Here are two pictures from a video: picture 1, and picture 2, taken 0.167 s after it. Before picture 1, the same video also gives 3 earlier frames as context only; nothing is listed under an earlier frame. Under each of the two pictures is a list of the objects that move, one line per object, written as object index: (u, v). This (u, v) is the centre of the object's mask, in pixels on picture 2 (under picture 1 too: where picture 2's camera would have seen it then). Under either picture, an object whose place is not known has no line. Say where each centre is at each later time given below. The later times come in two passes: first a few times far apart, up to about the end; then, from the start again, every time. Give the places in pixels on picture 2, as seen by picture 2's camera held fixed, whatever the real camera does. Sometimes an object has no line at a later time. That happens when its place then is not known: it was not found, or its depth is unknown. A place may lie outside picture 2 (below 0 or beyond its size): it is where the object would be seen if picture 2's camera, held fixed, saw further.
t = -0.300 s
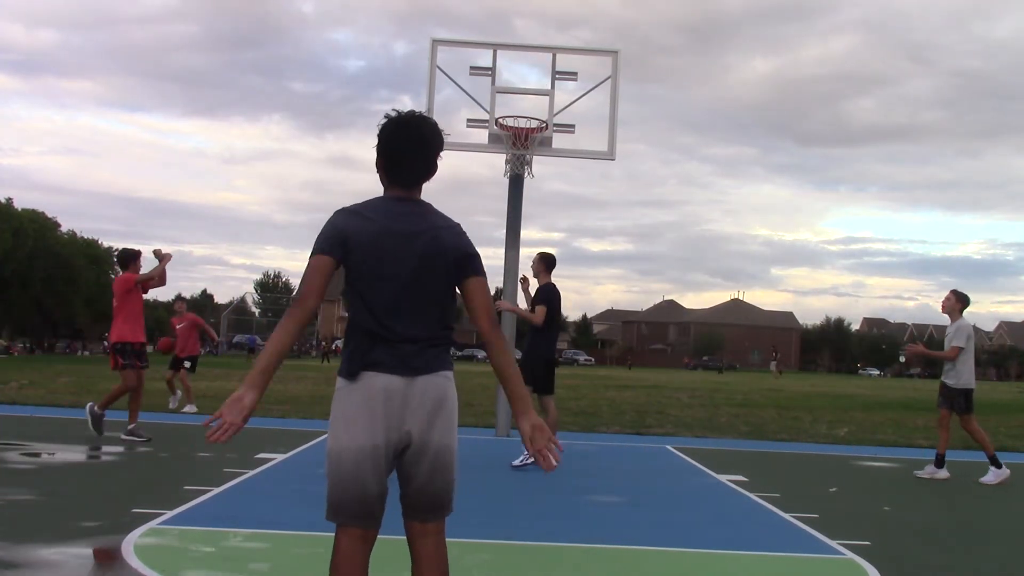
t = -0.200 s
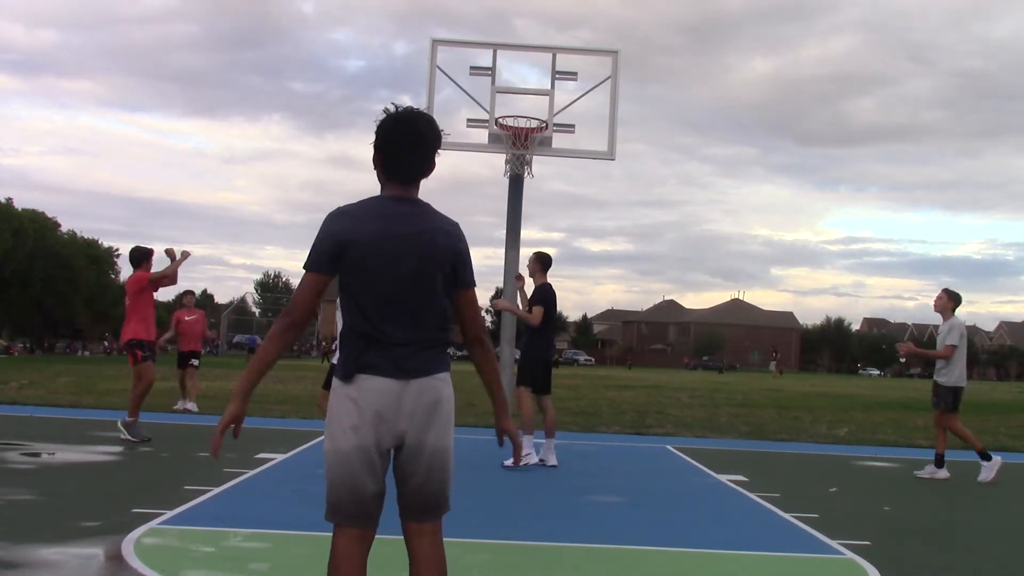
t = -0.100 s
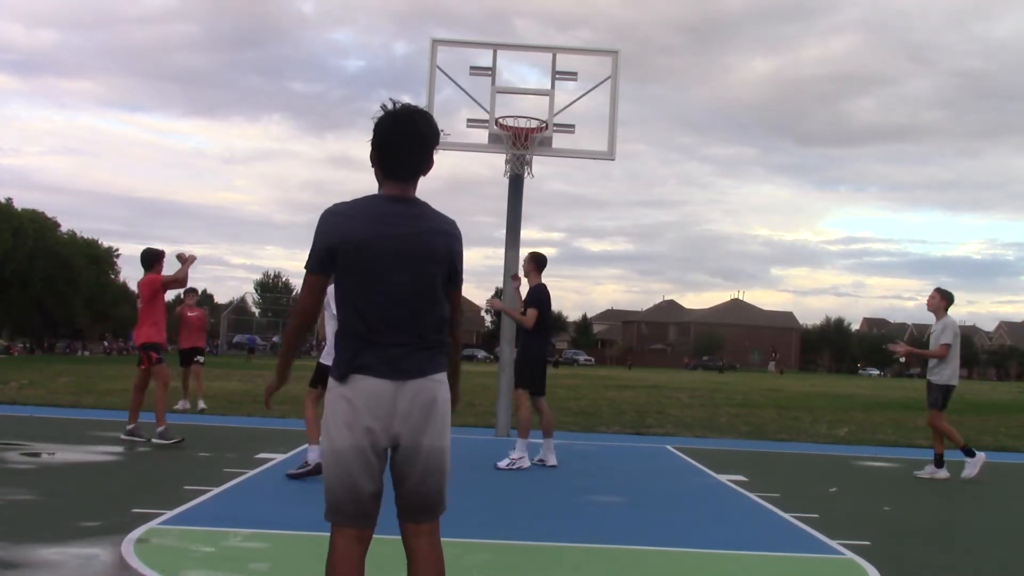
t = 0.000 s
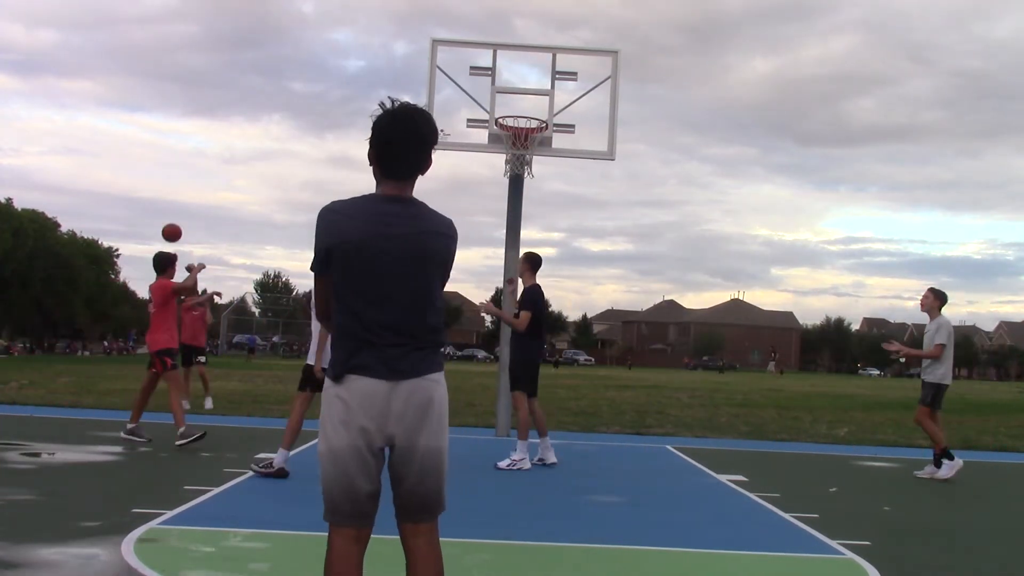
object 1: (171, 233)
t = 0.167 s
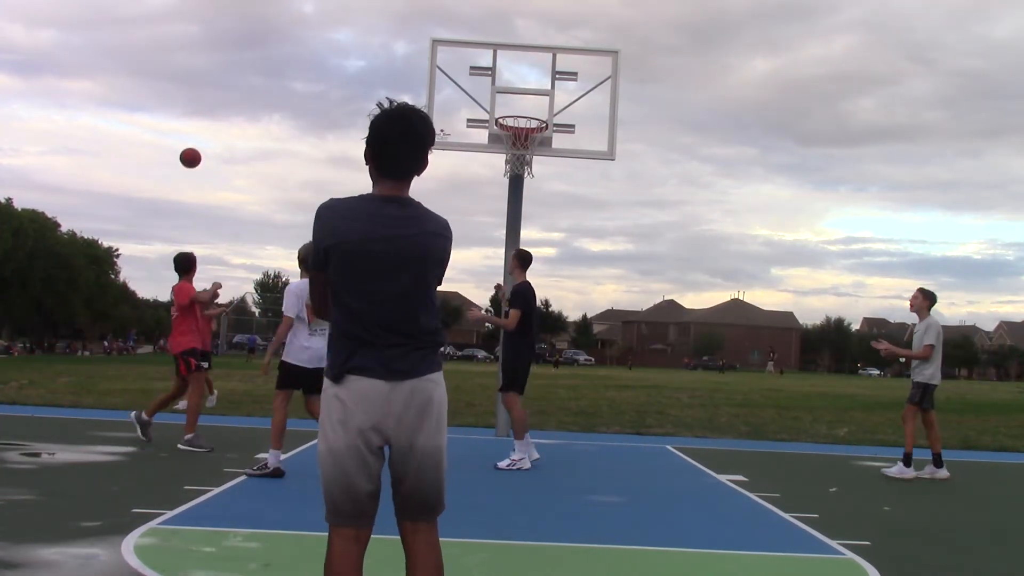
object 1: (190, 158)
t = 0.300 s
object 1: (206, 108)
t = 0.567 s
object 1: (237, 41)
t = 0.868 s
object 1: (277, 43)
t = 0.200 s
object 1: (194, 145)
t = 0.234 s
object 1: (198, 132)
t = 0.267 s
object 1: (202, 119)
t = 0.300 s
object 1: (206, 108)
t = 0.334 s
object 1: (210, 97)
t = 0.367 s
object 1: (213, 87)
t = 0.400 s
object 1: (217, 77)
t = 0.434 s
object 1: (221, 69)
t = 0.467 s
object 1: (225, 61)
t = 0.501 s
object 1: (229, 53)
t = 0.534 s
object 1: (233, 46)
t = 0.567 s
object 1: (237, 41)
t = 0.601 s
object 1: (241, 36)
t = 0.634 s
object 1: (245, 33)
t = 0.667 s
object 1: (250, 31)
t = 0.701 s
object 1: (254, 30)
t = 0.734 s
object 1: (259, 29)
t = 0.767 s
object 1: (263, 31)
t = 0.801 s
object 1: (268, 33)
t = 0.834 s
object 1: (272, 37)
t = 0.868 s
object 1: (277, 43)
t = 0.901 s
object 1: (282, 50)
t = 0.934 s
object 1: (287, 59)
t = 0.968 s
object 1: (293, 71)
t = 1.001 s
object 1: (298, 84)
